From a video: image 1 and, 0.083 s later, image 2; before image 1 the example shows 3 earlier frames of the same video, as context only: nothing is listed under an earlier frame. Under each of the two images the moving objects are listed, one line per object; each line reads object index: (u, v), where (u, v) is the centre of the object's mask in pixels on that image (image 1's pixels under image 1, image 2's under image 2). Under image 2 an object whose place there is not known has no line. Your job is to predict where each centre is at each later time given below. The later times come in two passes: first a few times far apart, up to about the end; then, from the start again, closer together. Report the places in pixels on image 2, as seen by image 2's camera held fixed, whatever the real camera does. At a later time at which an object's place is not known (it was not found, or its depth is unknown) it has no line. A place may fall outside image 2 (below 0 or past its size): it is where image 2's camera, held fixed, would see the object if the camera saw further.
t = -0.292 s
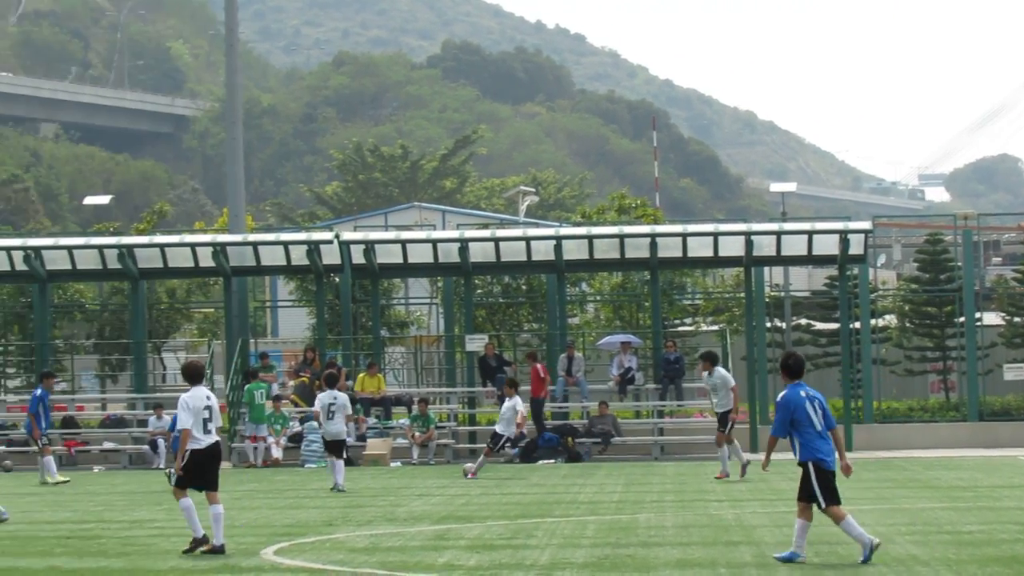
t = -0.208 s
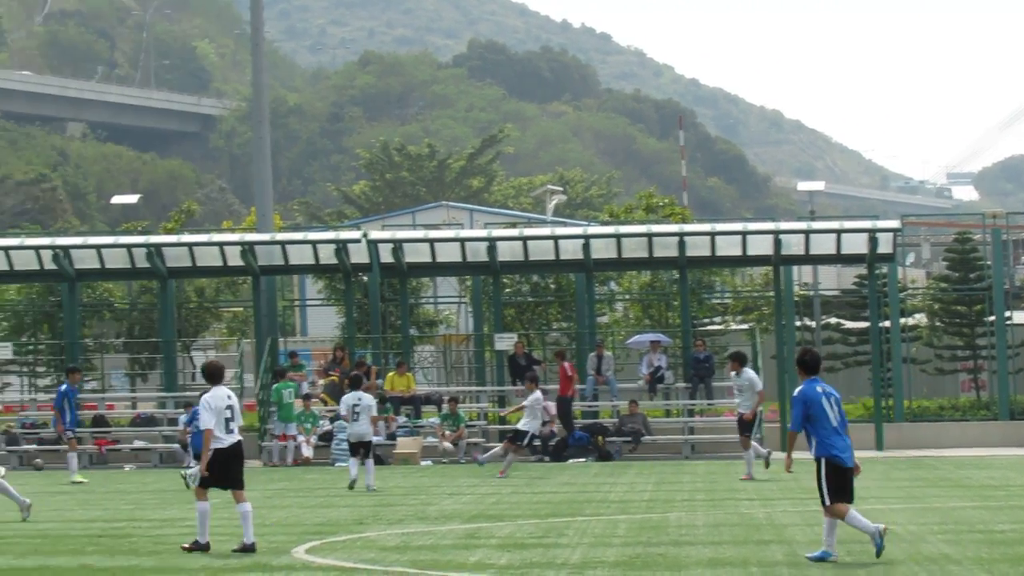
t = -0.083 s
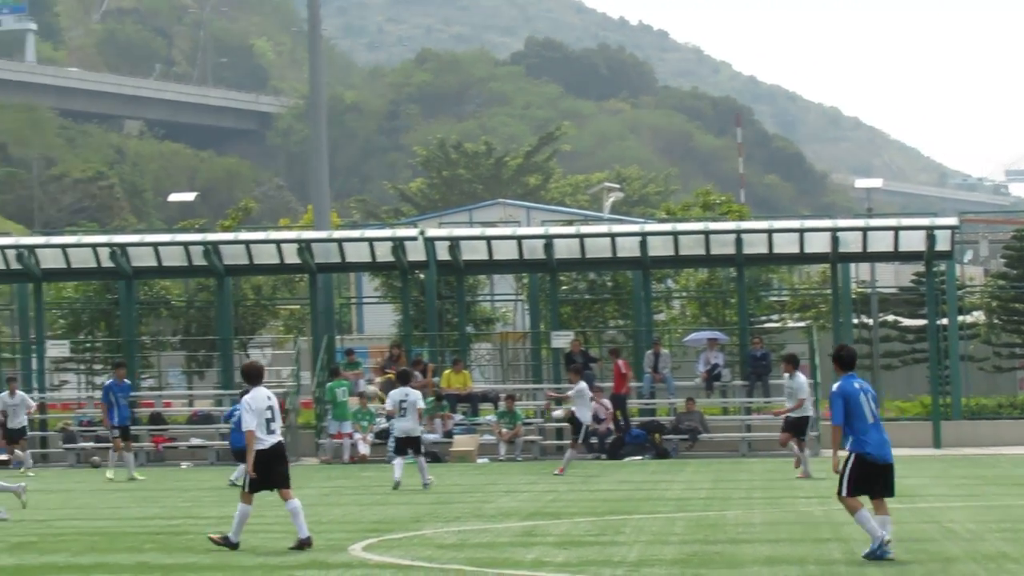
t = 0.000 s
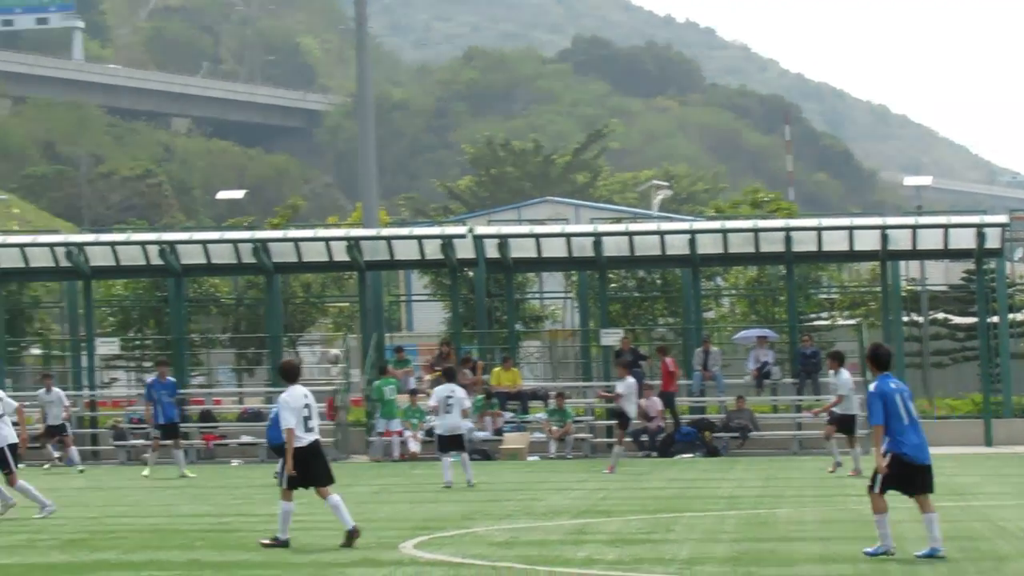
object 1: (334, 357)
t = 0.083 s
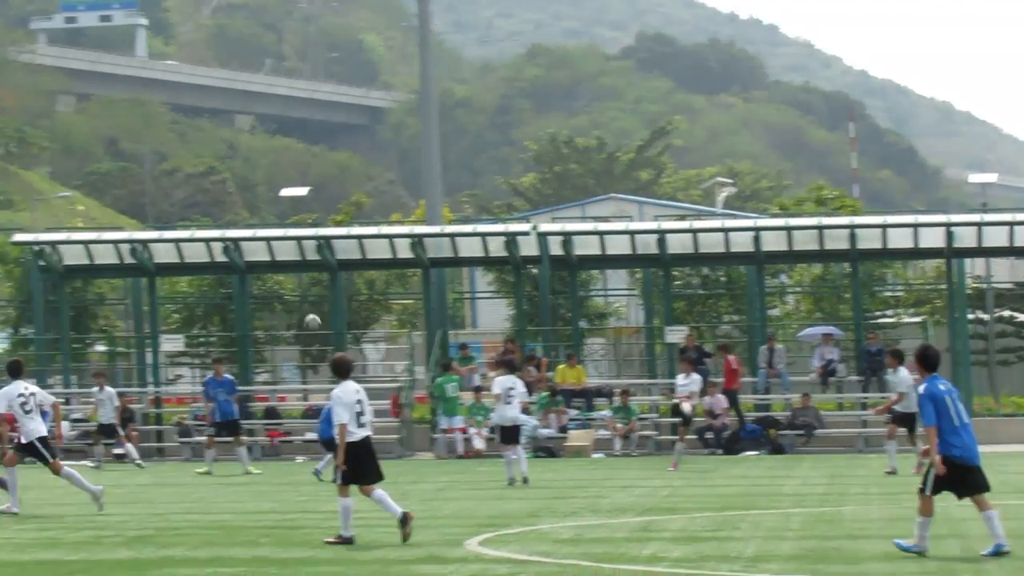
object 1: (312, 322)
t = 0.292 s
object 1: (89, 247)
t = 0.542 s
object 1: (-186, 180)
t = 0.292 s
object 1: (89, 247)
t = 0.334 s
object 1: (45, 236)
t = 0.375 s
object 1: (0, 222)
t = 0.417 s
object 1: (-45, 211)
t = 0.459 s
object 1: (-91, 199)
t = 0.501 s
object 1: (-139, 190)
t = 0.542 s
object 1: (-186, 180)
